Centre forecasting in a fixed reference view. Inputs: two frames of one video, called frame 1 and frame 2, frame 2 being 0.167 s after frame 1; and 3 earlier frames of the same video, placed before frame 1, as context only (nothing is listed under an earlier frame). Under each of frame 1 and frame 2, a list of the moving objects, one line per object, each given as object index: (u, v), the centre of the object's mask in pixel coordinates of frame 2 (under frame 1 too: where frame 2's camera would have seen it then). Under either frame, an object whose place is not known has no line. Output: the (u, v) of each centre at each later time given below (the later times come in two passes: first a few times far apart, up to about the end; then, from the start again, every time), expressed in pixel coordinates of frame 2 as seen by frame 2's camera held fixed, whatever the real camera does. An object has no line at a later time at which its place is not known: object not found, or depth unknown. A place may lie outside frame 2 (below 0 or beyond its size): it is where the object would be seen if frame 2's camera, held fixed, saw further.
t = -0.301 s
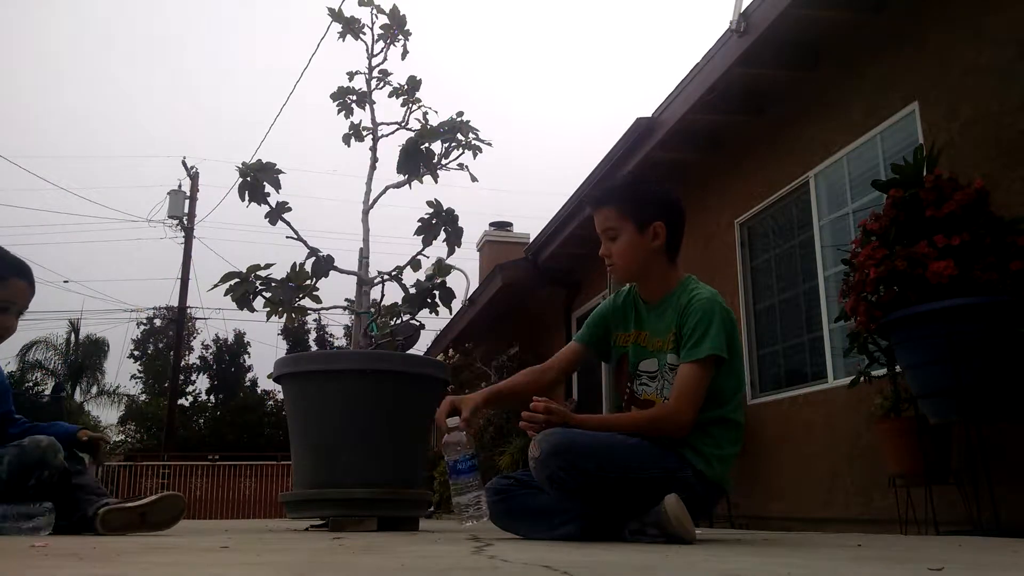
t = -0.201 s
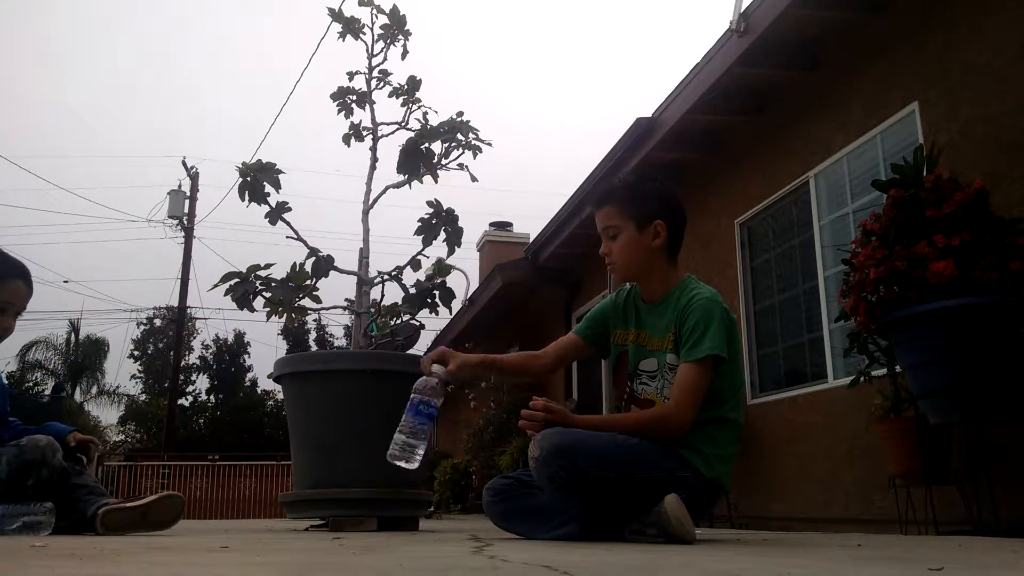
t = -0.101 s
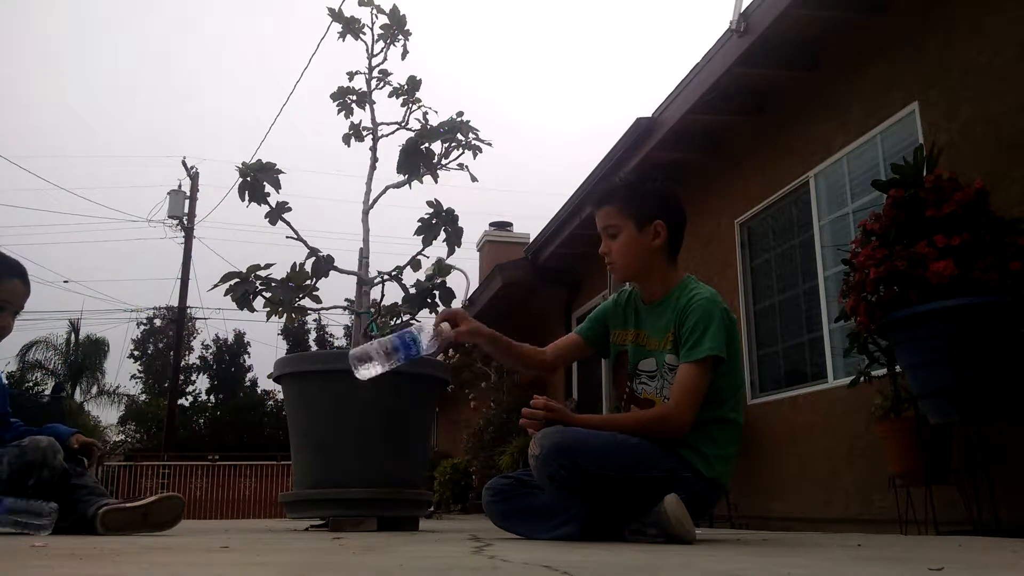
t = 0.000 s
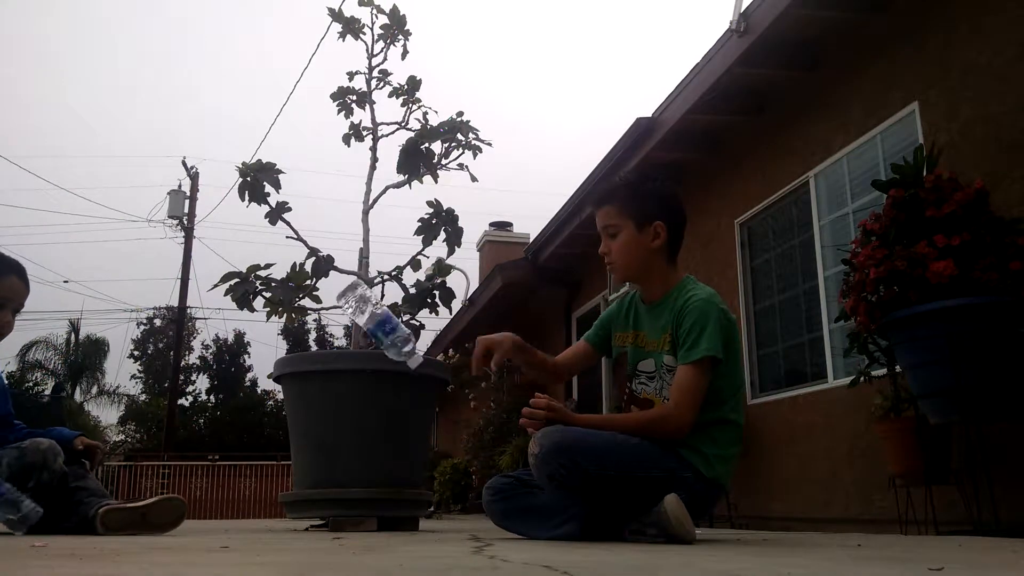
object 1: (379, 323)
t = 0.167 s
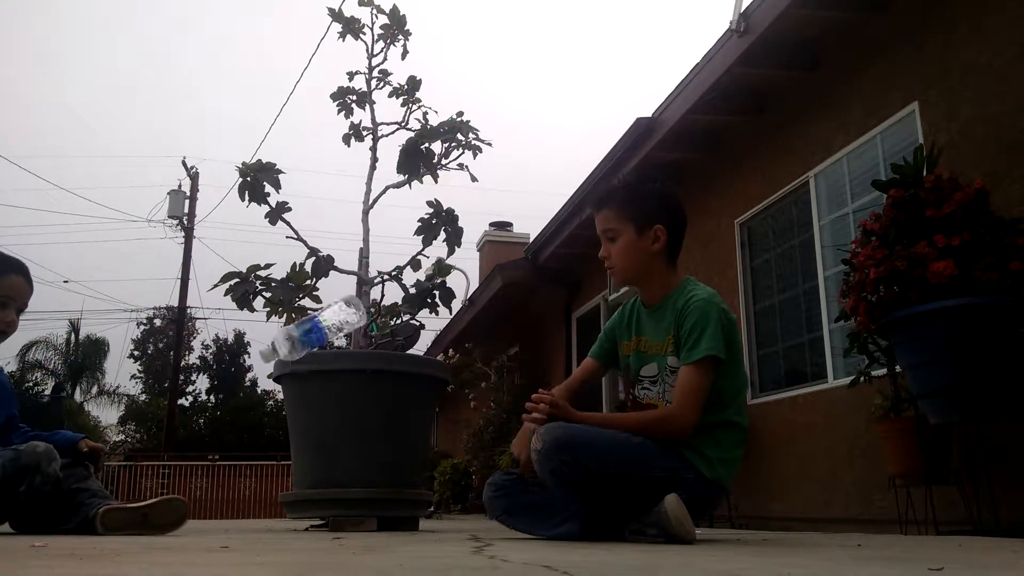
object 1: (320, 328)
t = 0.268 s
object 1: (297, 395)
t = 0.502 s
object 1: (268, 522)
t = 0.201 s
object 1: (313, 344)
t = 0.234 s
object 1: (306, 366)
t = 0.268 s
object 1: (297, 395)
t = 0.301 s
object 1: (295, 435)
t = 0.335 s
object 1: (289, 482)
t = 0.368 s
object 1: (278, 519)
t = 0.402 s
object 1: (275, 522)
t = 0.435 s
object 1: (272, 522)
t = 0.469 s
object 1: (269, 522)
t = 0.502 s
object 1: (268, 522)
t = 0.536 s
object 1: (268, 522)
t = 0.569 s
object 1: (267, 522)
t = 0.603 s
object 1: (267, 522)
